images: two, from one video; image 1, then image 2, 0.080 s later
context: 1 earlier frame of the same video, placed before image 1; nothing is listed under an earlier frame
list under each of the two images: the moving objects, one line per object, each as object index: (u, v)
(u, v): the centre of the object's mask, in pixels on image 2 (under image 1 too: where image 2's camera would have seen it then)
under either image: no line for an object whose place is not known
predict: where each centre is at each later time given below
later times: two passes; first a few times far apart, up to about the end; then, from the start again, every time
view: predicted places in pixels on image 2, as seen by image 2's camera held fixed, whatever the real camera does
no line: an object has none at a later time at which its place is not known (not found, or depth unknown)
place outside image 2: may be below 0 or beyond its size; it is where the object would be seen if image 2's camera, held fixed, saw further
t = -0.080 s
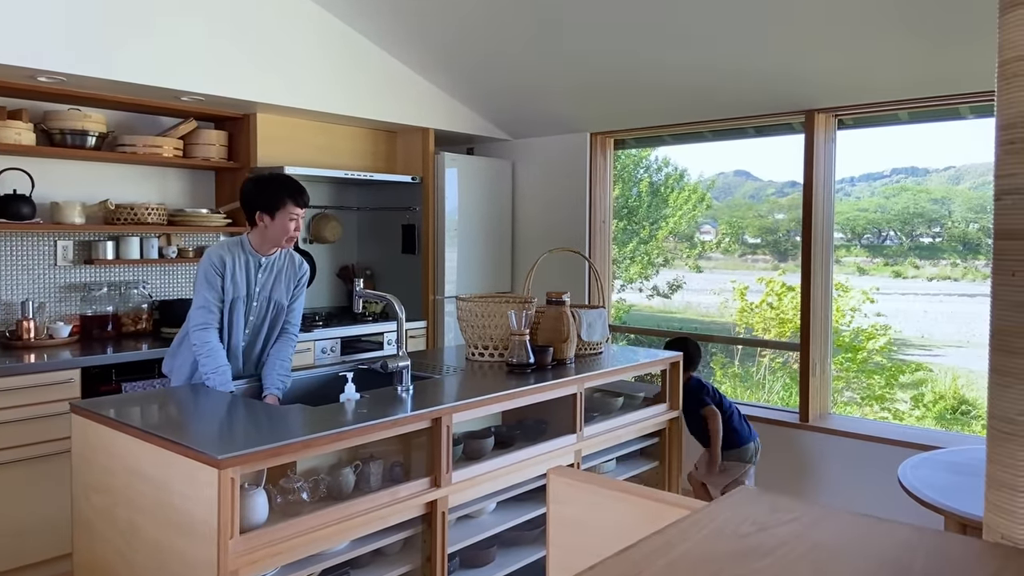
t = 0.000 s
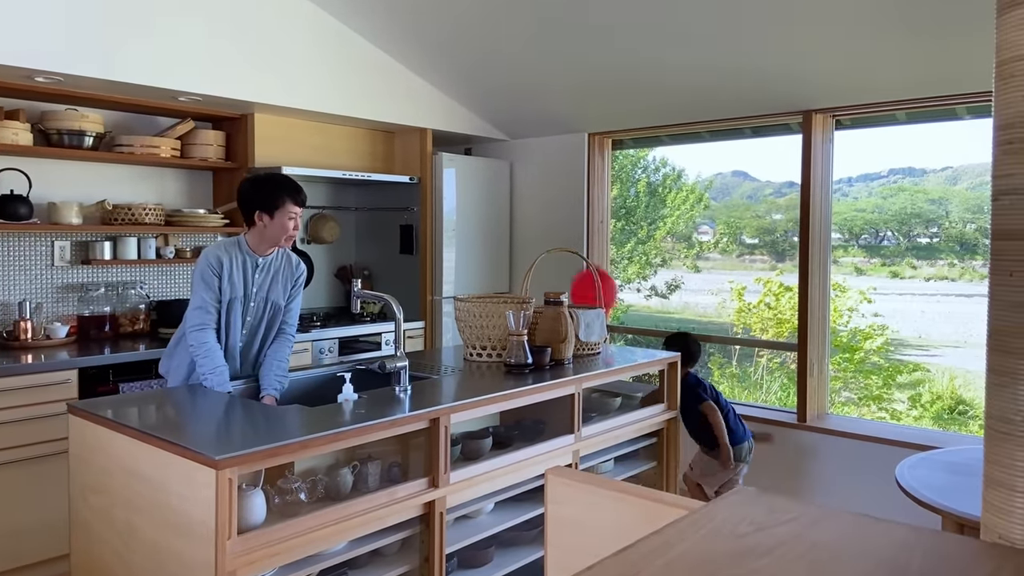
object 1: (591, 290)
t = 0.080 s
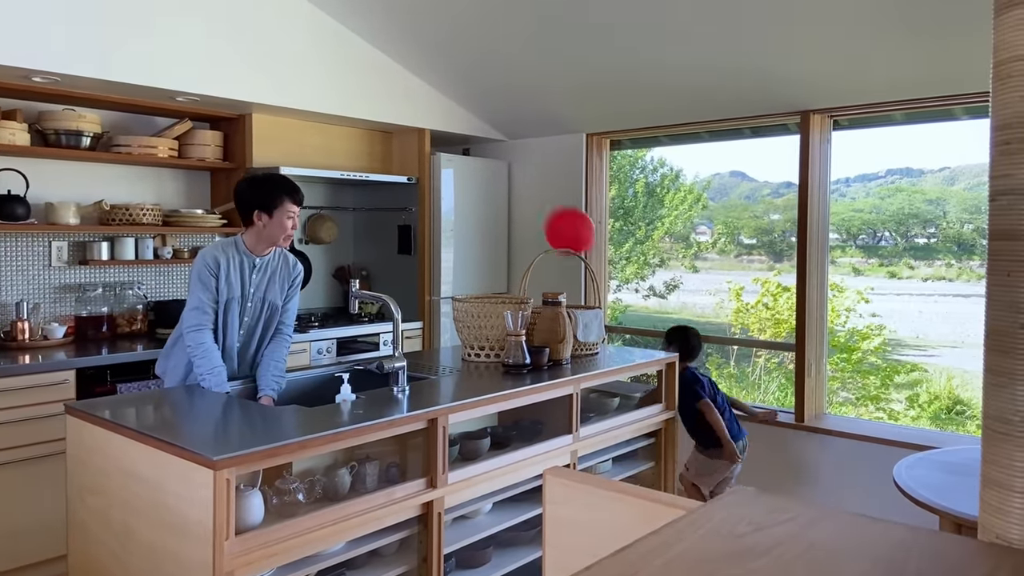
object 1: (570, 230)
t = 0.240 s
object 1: (518, 155)
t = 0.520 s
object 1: (450, 84)
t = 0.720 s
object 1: (412, 65)
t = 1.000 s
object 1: (371, 76)
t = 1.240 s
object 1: (349, 106)
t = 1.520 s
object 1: (330, 157)
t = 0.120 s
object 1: (557, 207)
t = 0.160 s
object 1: (543, 187)
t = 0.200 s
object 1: (530, 170)
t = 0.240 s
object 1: (518, 155)
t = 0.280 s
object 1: (507, 140)
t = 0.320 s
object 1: (496, 128)
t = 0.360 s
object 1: (486, 117)
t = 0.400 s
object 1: (476, 107)
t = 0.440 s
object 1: (467, 99)
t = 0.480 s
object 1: (458, 91)
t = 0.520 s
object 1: (450, 84)
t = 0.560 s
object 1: (442, 79)
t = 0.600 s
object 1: (434, 74)
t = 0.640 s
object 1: (427, 70)
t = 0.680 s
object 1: (419, 67)
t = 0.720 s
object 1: (412, 65)
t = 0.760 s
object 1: (405, 64)
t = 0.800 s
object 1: (398, 64)
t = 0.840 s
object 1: (392, 65)
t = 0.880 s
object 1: (386, 67)
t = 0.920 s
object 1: (381, 69)
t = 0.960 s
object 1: (376, 73)
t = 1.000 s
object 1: (371, 76)
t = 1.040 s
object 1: (367, 80)
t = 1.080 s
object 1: (363, 84)
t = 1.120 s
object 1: (360, 89)
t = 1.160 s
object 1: (356, 94)
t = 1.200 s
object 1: (352, 100)
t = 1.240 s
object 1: (349, 106)
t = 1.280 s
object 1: (346, 112)
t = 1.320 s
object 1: (342, 118)
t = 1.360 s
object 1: (339, 125)
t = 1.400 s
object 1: (337, 132)
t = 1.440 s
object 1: (334, 140)
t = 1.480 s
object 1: (332, 148)
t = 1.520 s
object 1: (330, 157)
